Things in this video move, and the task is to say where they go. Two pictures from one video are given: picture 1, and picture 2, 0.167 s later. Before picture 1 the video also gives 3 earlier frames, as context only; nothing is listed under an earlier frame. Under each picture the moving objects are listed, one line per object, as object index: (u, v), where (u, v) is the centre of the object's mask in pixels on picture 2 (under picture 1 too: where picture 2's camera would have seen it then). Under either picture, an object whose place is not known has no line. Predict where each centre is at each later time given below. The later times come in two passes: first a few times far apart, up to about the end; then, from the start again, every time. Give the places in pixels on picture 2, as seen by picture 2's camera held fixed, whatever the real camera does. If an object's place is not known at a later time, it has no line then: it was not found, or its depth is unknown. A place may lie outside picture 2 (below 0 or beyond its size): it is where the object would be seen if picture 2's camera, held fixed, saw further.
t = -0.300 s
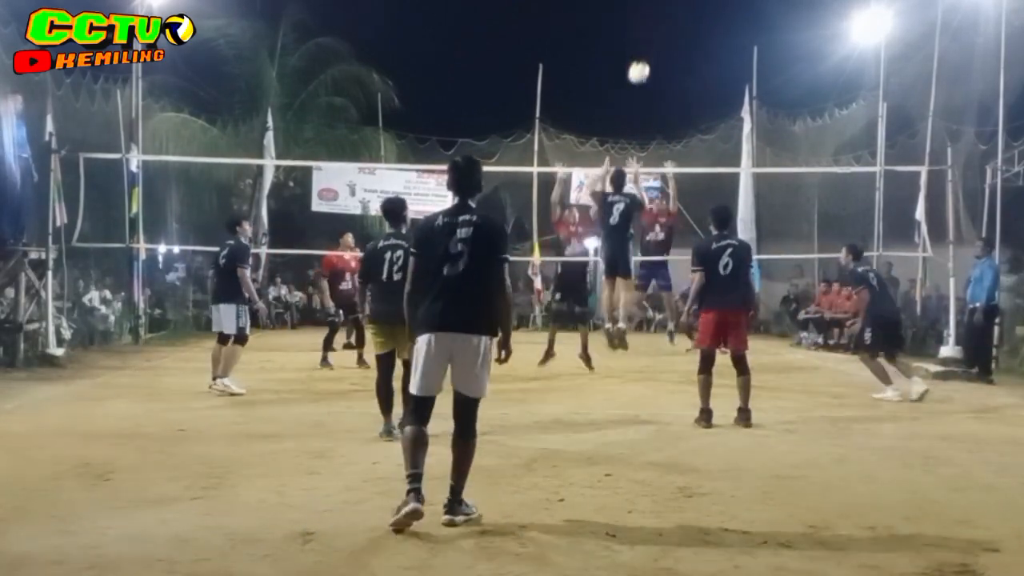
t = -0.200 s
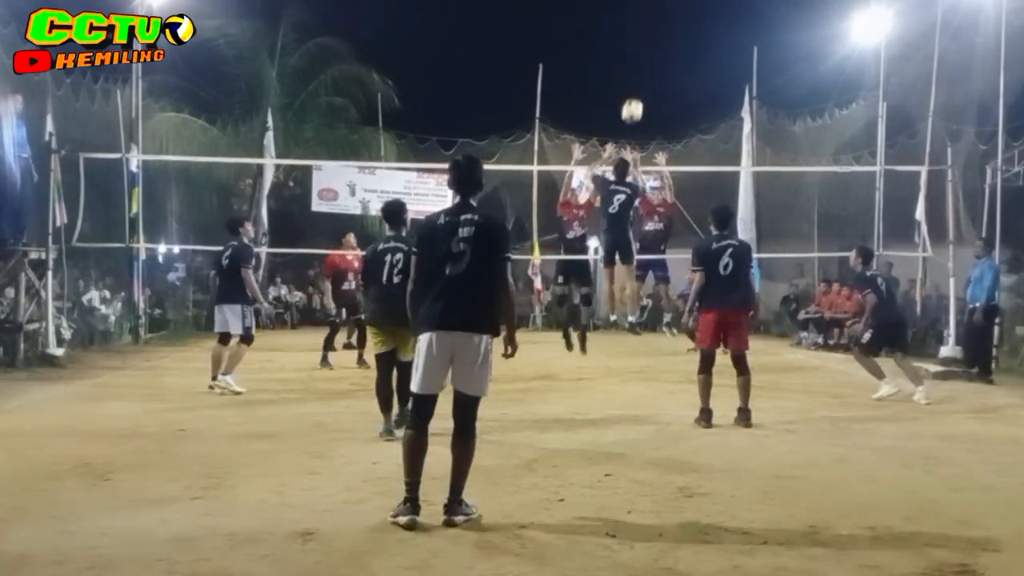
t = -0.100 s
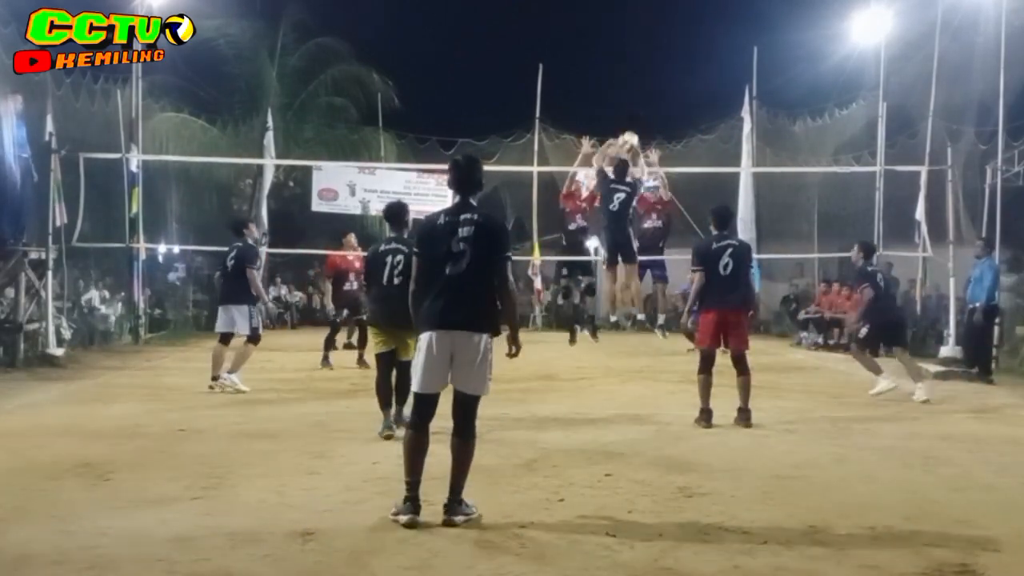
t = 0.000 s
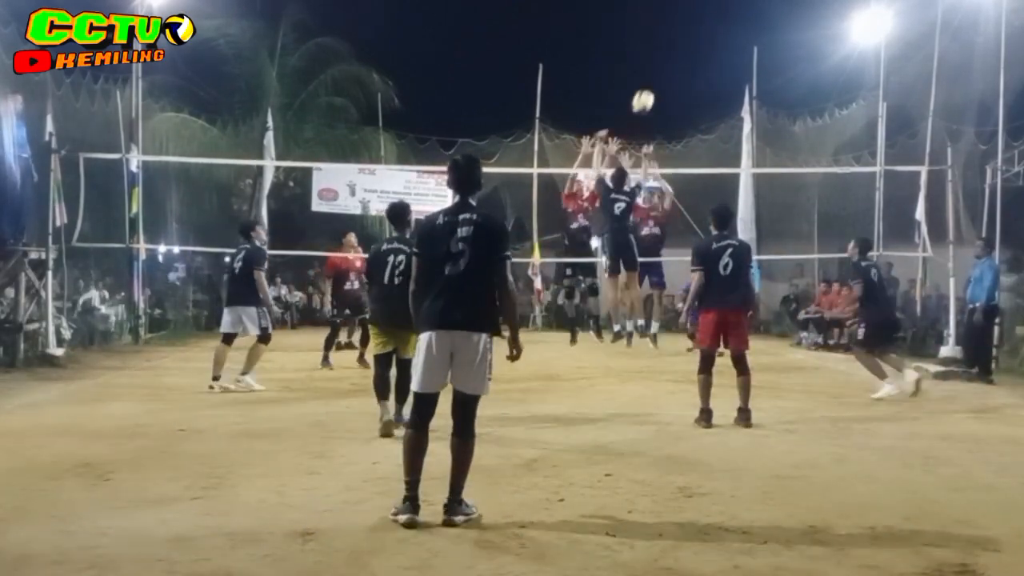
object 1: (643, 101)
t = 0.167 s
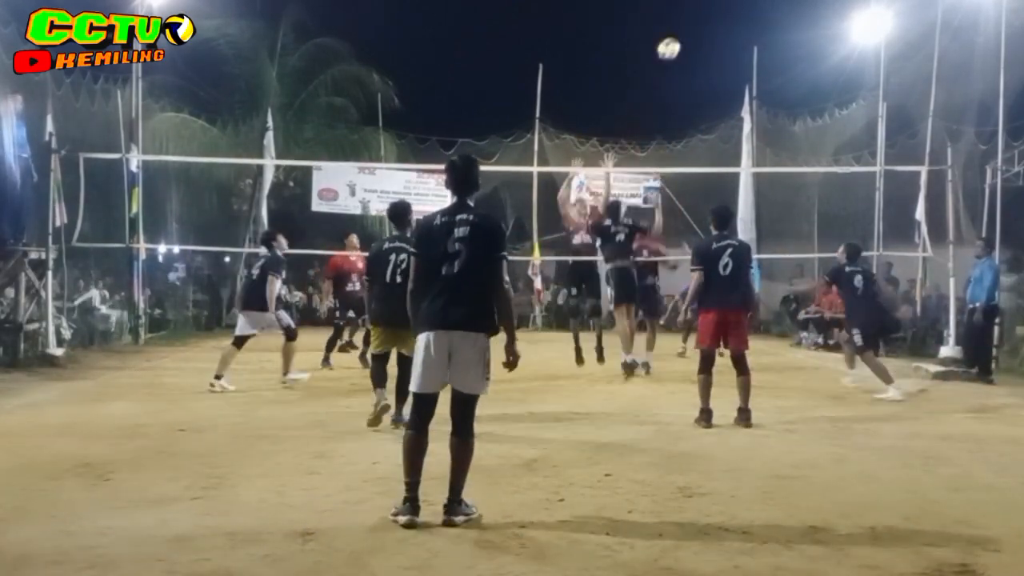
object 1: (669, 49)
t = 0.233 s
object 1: (678, 35)
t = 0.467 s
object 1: (712, 17)
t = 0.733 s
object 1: (748, 57)
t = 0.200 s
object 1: (673, 41)
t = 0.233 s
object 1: (678, 35)
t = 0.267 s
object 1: (683, 29)
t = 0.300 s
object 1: (688, 24)
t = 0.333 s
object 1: (693, 21)
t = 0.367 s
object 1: (698, 19)
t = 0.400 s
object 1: (702, 17)
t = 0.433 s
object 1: (707, 17)
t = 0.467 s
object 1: (712, 17)
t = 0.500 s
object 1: (716, 19)
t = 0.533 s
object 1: (721, 21)
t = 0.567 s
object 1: (726, 25)
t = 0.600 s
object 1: (730, 29)
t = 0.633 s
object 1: (735, 35)
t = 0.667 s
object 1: (739, 41)
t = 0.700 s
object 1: (744, 49)
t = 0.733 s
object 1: (748, 57)
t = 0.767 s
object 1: (752, 66)
